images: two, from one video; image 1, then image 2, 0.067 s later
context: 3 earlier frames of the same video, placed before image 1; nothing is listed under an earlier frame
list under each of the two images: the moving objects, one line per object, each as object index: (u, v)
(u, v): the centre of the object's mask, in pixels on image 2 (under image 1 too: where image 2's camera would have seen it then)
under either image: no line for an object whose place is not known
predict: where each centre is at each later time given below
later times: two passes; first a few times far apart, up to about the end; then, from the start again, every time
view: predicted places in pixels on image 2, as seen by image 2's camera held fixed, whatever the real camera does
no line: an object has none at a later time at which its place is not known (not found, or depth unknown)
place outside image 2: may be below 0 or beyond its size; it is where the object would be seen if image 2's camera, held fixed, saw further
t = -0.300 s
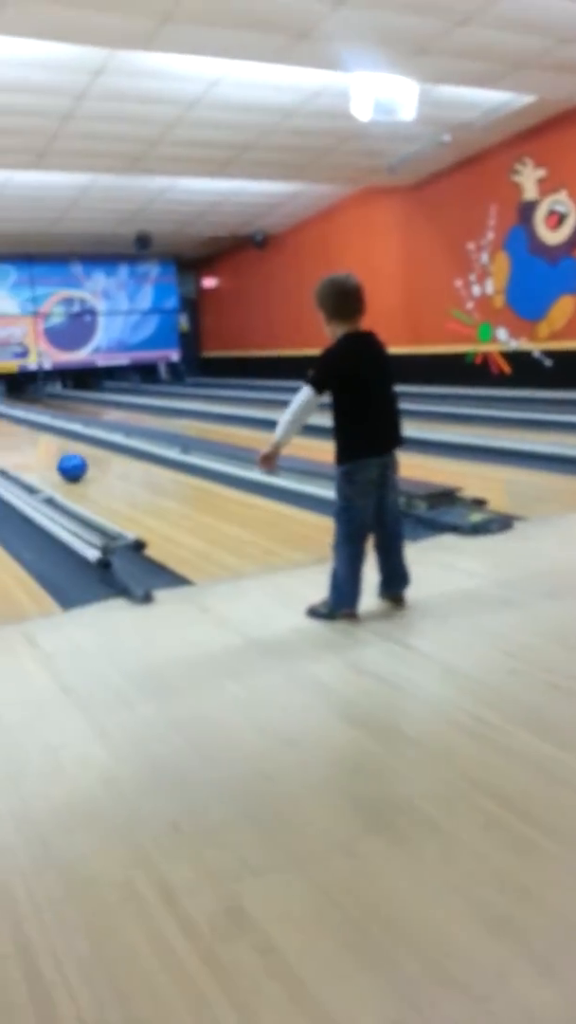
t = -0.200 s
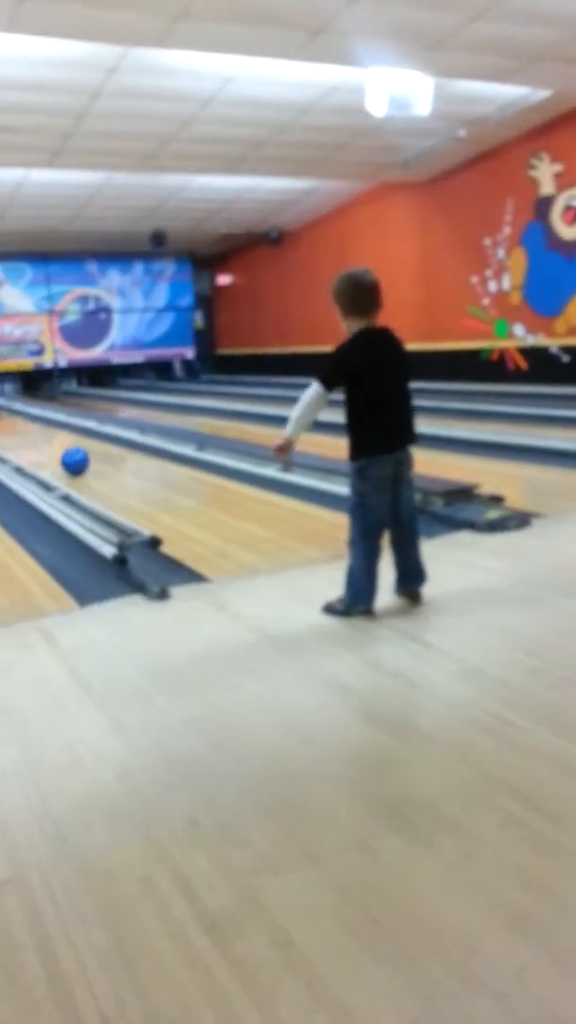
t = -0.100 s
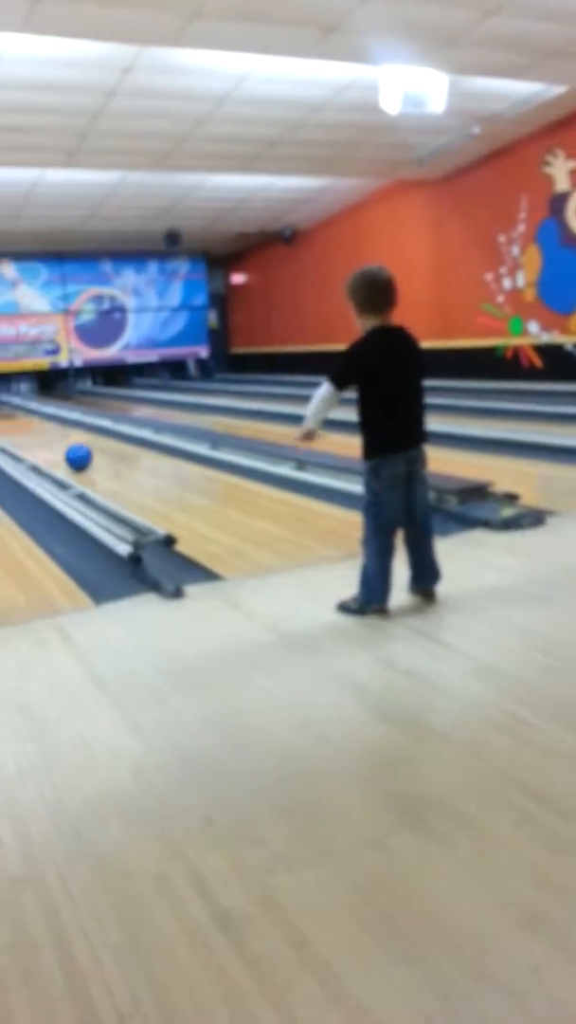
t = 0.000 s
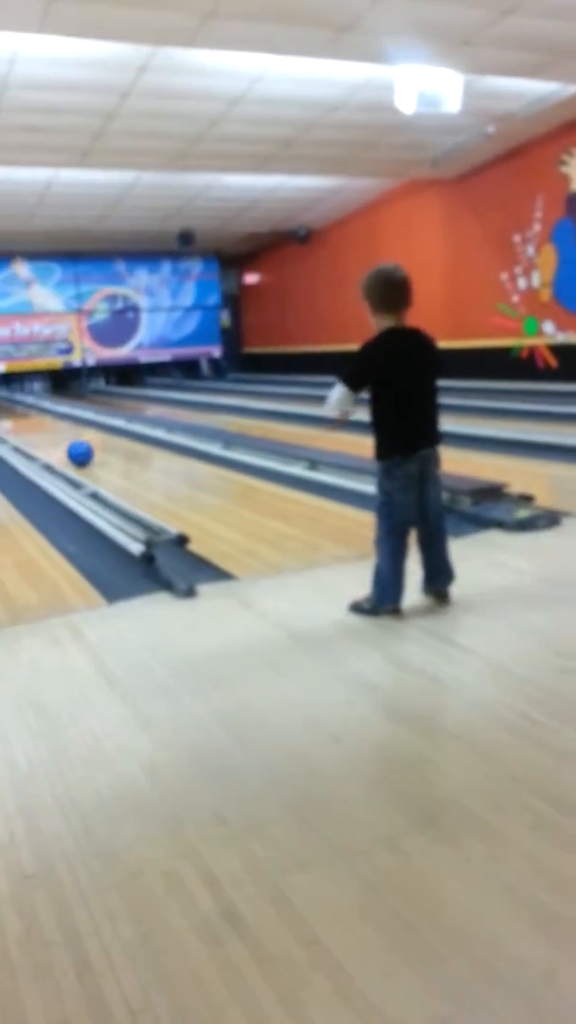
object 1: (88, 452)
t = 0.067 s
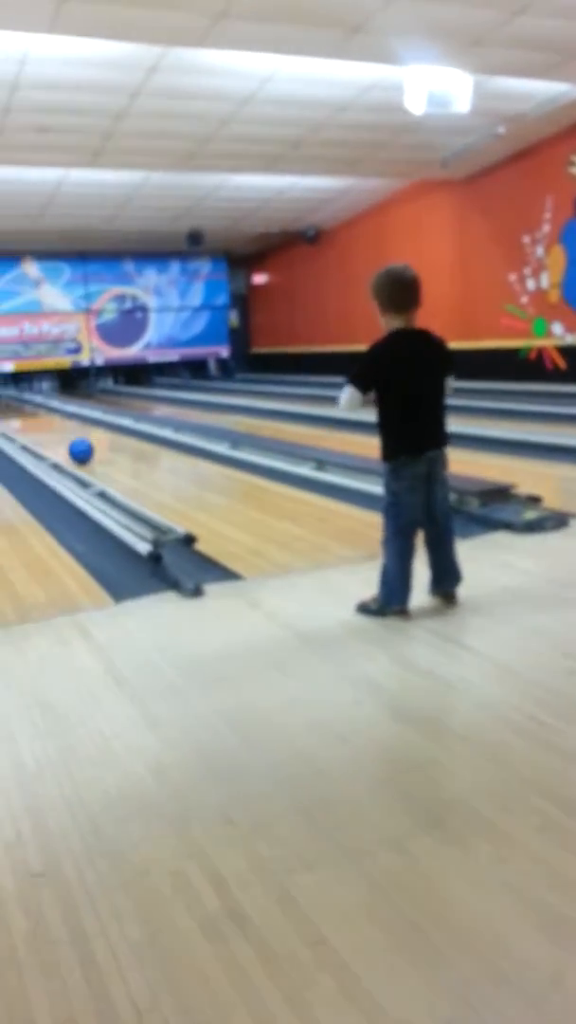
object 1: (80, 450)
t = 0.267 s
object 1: (63, 446)
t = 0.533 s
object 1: (42, 440)
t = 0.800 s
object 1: (32, 434)
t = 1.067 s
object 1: (26, 430)
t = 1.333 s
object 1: (20, 426)
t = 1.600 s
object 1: (14, 423)
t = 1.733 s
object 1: (11, 421)
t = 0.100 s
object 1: (78, 450)
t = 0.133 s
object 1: (74, 449)
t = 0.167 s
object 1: (71, 449)
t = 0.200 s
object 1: (68, 448)
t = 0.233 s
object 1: (66, 448)
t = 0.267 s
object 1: (63, 446)
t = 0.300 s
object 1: (60, 445)
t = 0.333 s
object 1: (57, 444)
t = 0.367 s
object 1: (55, 444)
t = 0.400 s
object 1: (52, 443)
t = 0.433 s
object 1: (49, 442)
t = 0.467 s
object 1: (46, 442)
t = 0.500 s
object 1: (45, 440)
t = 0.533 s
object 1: (42, 440)
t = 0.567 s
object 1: (39, 439)
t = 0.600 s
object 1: (37, 438)
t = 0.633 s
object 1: (37, 437)
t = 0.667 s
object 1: (35, 436)
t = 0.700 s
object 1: (34, 436)
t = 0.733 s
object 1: (33, 436)
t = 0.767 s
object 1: (33, 435)
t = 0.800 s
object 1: (32, 434)
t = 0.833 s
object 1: (31, 433)
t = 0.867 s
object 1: (30, 433)
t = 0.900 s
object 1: (30, 432)
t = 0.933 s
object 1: (29, 432)
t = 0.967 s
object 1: (28, 432)
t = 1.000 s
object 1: (28, 431)
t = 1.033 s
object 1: (27, 430)
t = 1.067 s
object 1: (26, 430)
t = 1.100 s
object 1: (26, 430)
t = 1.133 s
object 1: (24, 429)
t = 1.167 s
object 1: (24, 428)
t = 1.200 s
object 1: (23, 428)
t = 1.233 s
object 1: (22, 428)
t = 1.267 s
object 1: (21, 427)
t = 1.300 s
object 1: (21, 427)
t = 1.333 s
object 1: (20, 426)
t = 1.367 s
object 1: (19, 426)
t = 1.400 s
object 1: (19, 425)
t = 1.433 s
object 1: (18, 425)
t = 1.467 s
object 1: (17, 424)
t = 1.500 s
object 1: (17, 424)
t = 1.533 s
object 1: (15, 424)
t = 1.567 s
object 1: (15, 424)
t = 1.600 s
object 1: (14, 423)
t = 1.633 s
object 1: (13, 423)
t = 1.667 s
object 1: (12, 422)
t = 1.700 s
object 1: (11, 422)
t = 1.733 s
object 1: (11, 421)
